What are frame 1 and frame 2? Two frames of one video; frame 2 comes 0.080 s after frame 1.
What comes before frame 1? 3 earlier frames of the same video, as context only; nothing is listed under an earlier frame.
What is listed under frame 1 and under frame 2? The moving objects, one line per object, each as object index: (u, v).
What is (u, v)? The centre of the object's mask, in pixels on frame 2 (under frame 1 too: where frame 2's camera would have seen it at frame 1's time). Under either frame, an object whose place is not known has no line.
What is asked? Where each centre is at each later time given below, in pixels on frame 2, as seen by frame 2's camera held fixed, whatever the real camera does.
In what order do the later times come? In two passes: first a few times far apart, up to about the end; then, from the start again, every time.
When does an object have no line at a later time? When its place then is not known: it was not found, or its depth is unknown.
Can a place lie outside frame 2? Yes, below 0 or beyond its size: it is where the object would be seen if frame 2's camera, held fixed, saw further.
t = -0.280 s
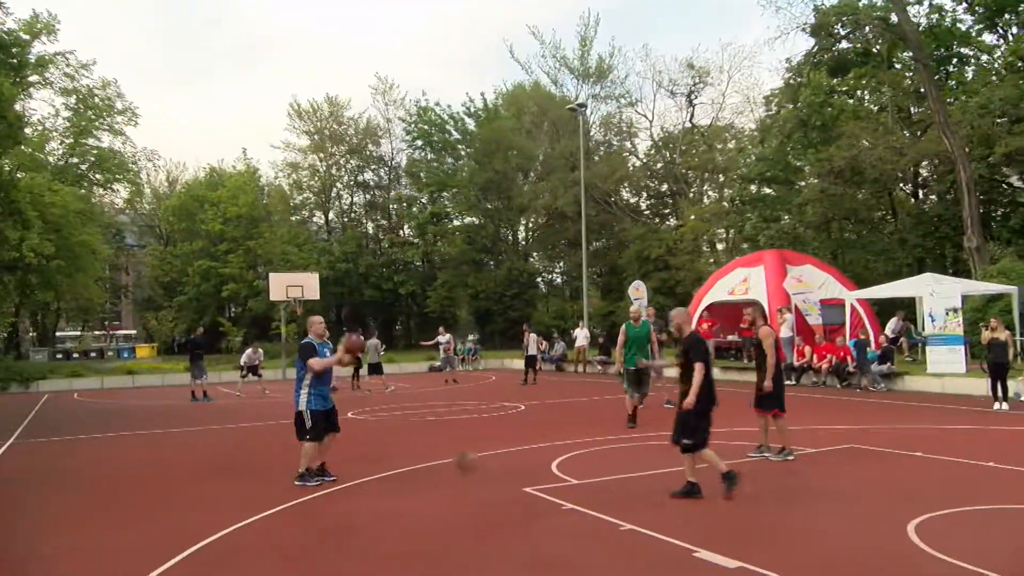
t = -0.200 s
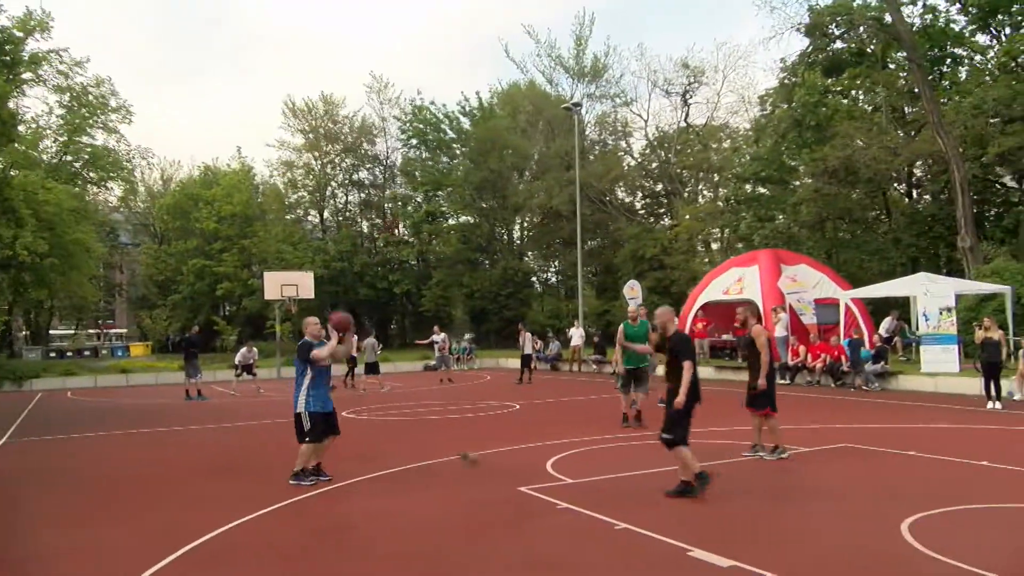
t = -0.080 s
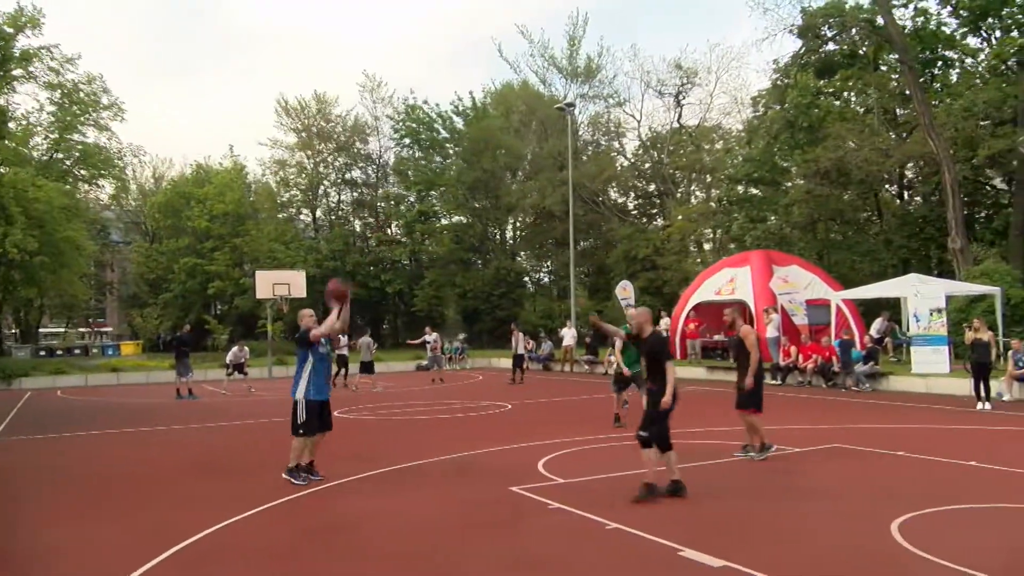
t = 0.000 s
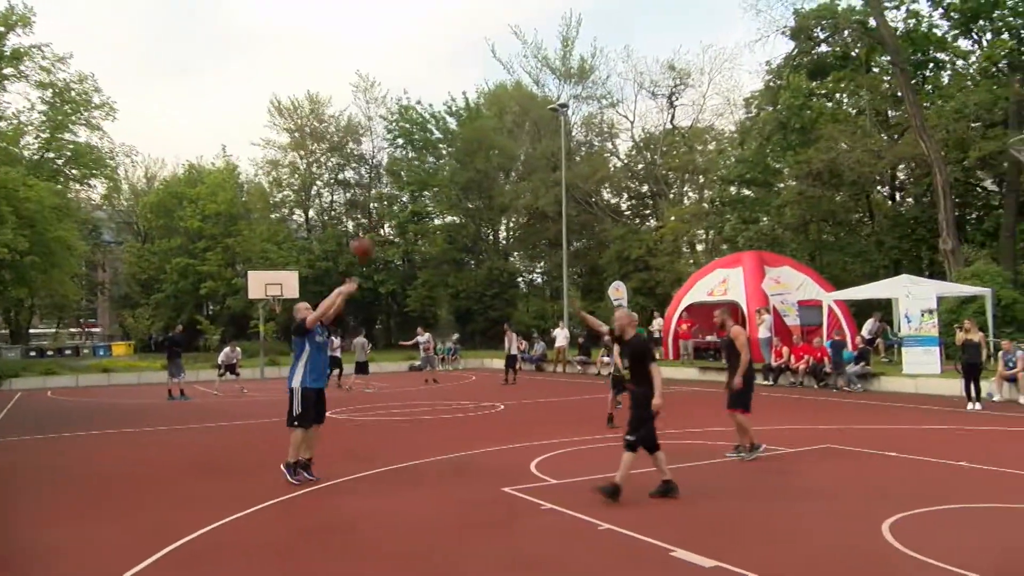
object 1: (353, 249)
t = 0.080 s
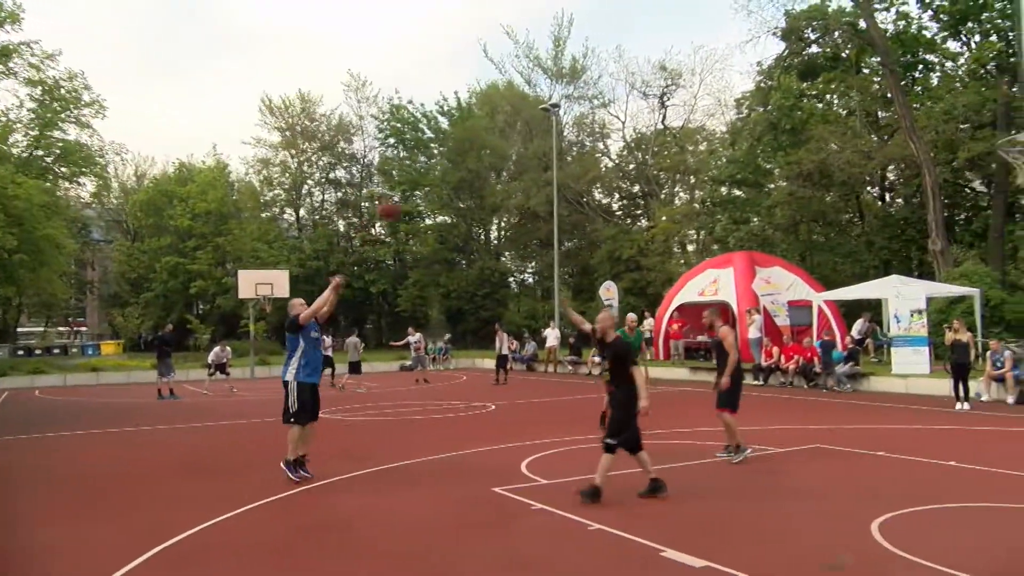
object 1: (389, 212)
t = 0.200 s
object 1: (450, 158)
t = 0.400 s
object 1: (560, 94)
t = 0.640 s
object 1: (714, 60)
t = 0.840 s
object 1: (862, 81)
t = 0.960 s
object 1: (962, 122)
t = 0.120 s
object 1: (408, 191)
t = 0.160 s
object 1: (430, 174)
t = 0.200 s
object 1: (450, 158)
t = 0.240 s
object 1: (473, 141)
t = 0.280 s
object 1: (493, 128)
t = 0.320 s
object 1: (515, 116)
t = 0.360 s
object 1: (537, 104)
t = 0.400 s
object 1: (560, 94)
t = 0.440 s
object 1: (585, 84)
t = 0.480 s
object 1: (609, 76)
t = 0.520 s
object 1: (635, 70)
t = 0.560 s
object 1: (661, 65)
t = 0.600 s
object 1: (687, 62)
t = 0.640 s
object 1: (714, 60)
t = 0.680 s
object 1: (742, 61)
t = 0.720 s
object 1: (771, 64)
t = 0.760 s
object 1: (797, 69)
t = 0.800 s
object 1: (826, 75)
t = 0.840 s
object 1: (862, 81)
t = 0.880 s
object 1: (892, 94)
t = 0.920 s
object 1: (924, 106)
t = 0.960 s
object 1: (962, 122)
